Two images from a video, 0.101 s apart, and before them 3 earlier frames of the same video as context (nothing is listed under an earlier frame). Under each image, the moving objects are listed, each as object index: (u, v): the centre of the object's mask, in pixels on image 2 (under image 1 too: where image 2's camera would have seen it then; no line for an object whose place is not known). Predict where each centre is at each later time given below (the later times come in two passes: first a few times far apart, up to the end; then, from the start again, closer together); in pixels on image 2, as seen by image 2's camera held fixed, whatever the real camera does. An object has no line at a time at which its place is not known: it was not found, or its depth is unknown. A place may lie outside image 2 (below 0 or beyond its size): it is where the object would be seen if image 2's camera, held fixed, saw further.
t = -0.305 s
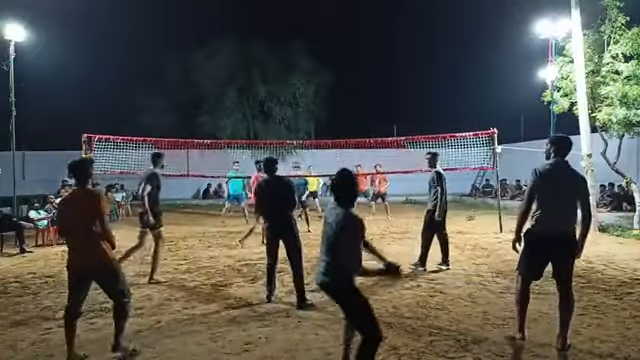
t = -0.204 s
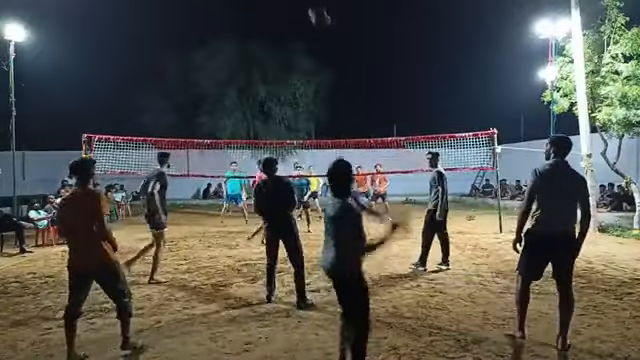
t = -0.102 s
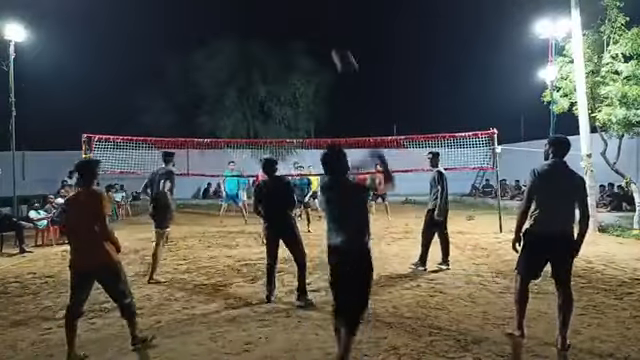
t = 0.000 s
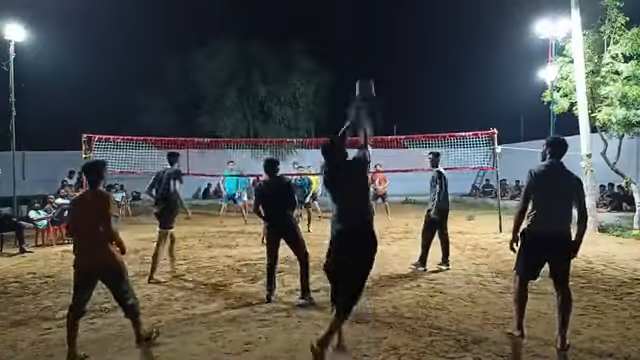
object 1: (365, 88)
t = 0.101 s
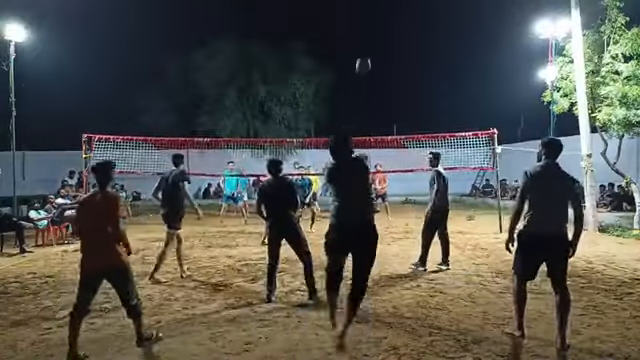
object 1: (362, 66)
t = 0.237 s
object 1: (361, 56)
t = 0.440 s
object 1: (361, 67)
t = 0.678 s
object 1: (361, 97)
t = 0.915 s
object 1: (362, 134)
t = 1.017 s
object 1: (364, 147)
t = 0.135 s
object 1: (363, 60)
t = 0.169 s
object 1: (362, 57)
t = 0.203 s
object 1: (362, 56)
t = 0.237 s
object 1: (361, 56)
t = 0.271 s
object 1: (361, 57)
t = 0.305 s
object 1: (361, 58)
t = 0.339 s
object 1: (361, 59)
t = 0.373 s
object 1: (361, 62)
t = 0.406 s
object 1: (361, 64)
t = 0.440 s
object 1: (361, 67)
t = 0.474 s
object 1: (361, 71)
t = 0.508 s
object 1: (361, 75)
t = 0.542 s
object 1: (361, 79)
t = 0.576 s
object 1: (361, 84)
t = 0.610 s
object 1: (361, 88)
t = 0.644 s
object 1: (361, 93)
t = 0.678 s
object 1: (361, 97)
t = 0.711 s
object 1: (362, 102)
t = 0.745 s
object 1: (362, 107)
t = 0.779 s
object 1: (362, 113)
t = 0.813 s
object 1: (362, 118)
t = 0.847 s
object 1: (362, 123)
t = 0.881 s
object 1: (362, 129)
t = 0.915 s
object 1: (362, 134)
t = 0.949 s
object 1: (362, 137)
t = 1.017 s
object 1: (364, 147)
